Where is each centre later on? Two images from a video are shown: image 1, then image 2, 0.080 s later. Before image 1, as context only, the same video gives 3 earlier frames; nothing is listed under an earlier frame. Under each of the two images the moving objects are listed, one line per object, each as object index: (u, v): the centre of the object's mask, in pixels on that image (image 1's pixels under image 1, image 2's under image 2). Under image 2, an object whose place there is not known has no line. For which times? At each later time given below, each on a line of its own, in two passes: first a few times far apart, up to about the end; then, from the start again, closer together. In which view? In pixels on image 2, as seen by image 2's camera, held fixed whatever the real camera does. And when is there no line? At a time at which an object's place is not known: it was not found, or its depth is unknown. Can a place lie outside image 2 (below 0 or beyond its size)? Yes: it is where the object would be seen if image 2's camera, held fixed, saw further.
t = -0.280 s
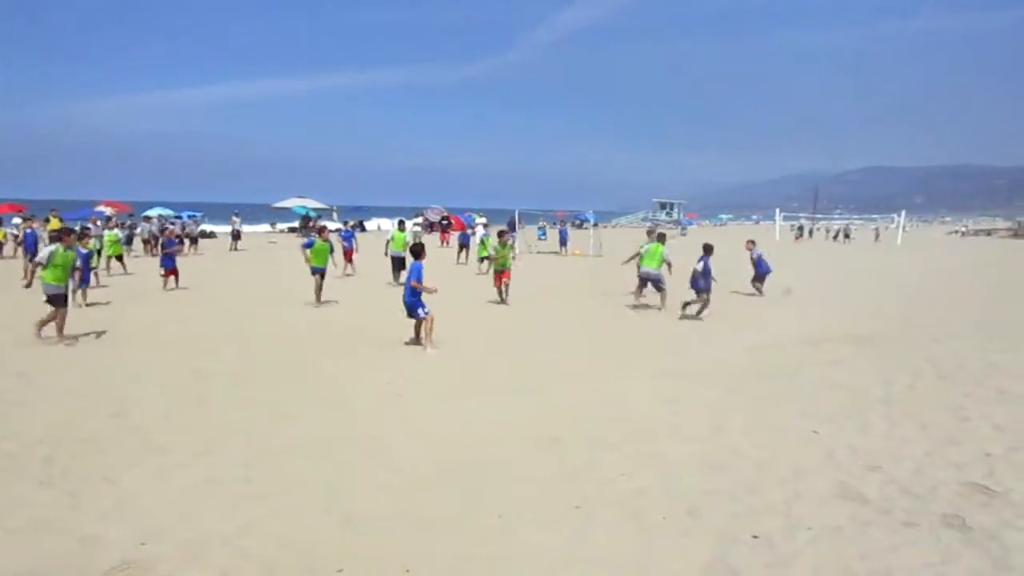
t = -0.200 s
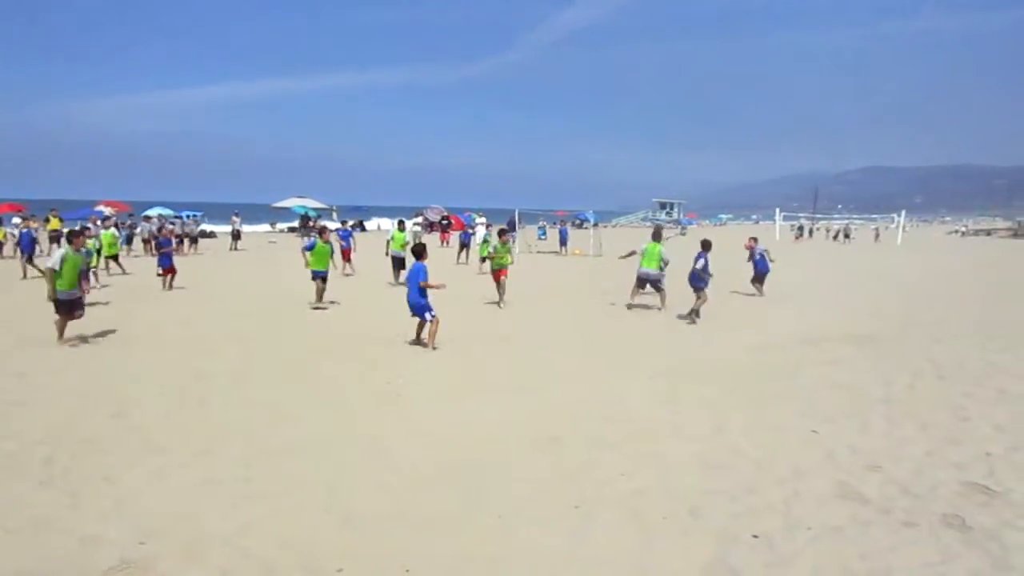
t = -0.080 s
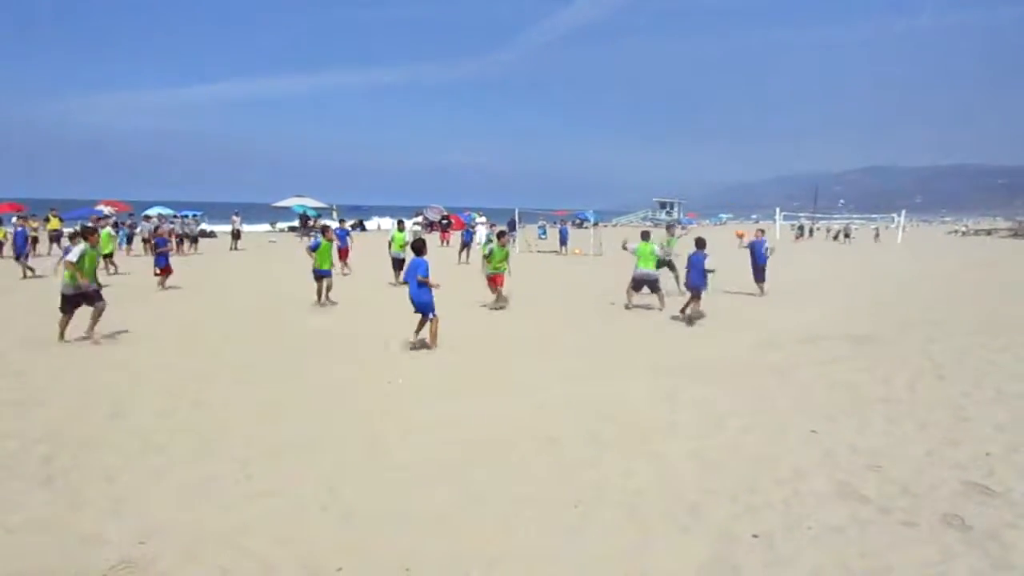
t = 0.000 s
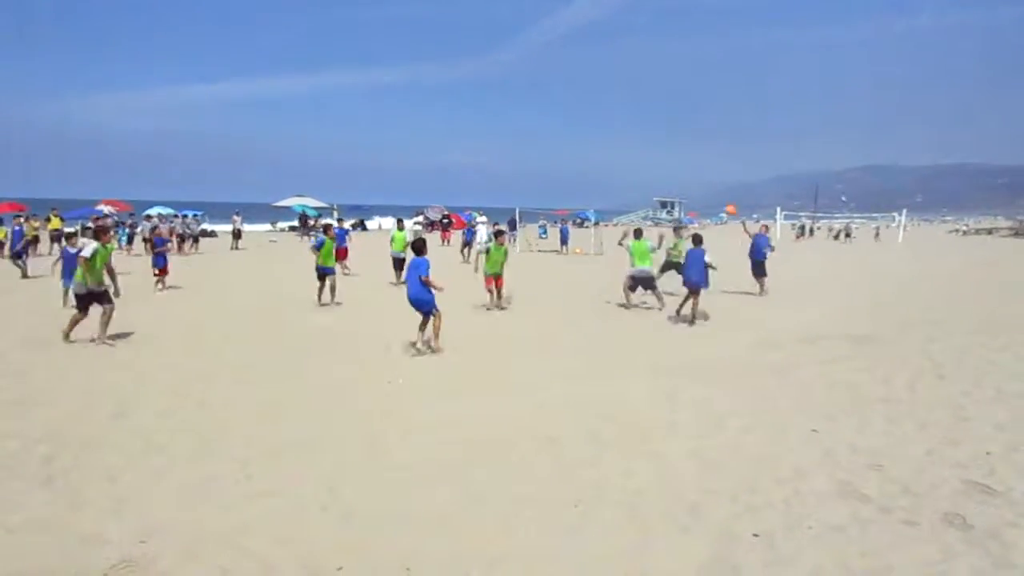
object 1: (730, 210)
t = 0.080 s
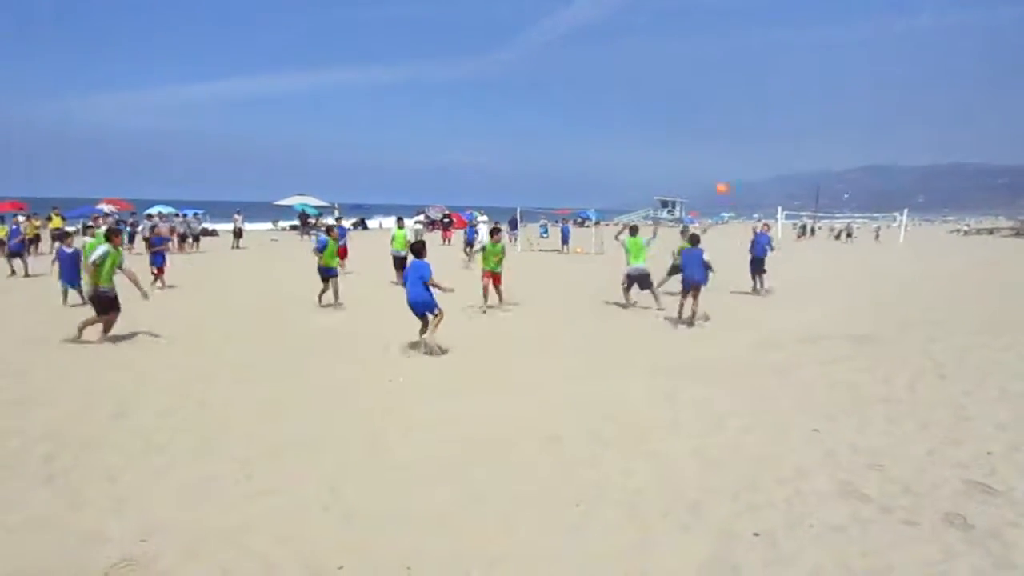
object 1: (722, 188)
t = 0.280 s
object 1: (689, 146)
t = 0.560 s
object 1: (632, 116)
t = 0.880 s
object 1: (538, 143)
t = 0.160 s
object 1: (709, 171)
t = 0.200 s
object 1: (703, 162)
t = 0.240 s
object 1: (696, 154)
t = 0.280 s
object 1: (689, 146)
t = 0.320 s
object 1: (682, 140)
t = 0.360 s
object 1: (675, 134)
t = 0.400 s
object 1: (667, 129)
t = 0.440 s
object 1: (659, 124)
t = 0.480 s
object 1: (650, 120)
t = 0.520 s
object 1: (641, 117)
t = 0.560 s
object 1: (632, 116)
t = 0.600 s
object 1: (623, 115)
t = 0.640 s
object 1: (612, 115)
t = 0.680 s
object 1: (601, 117)
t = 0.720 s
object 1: (590, 119)
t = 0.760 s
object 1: (577, 122)
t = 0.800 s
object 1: (565, 127)
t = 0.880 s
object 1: (538, 143)
